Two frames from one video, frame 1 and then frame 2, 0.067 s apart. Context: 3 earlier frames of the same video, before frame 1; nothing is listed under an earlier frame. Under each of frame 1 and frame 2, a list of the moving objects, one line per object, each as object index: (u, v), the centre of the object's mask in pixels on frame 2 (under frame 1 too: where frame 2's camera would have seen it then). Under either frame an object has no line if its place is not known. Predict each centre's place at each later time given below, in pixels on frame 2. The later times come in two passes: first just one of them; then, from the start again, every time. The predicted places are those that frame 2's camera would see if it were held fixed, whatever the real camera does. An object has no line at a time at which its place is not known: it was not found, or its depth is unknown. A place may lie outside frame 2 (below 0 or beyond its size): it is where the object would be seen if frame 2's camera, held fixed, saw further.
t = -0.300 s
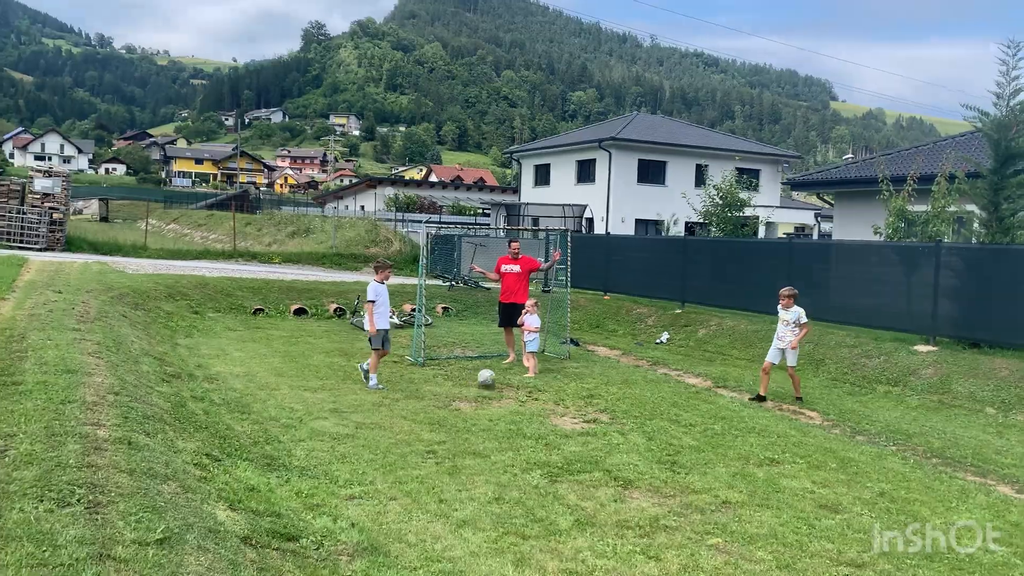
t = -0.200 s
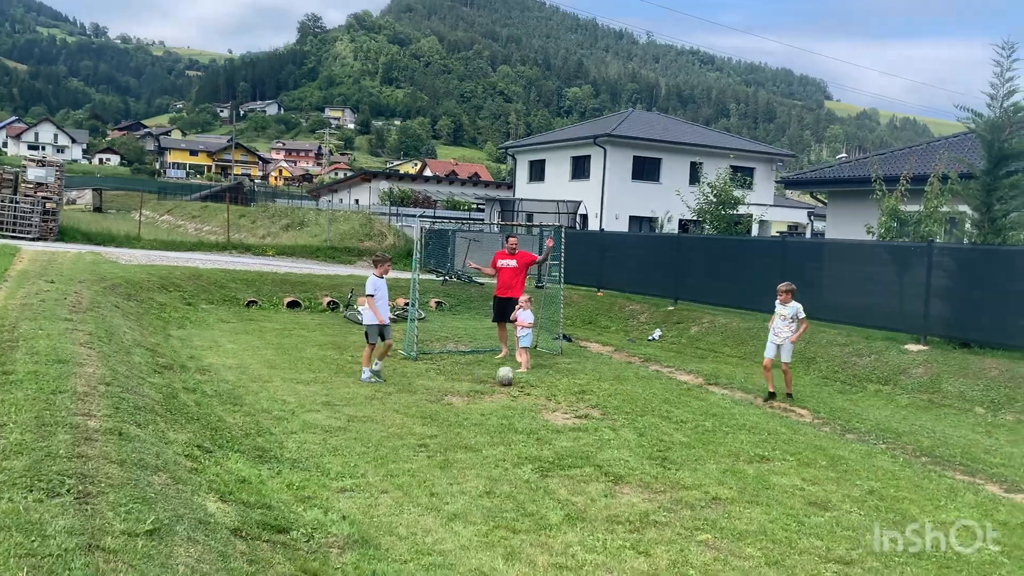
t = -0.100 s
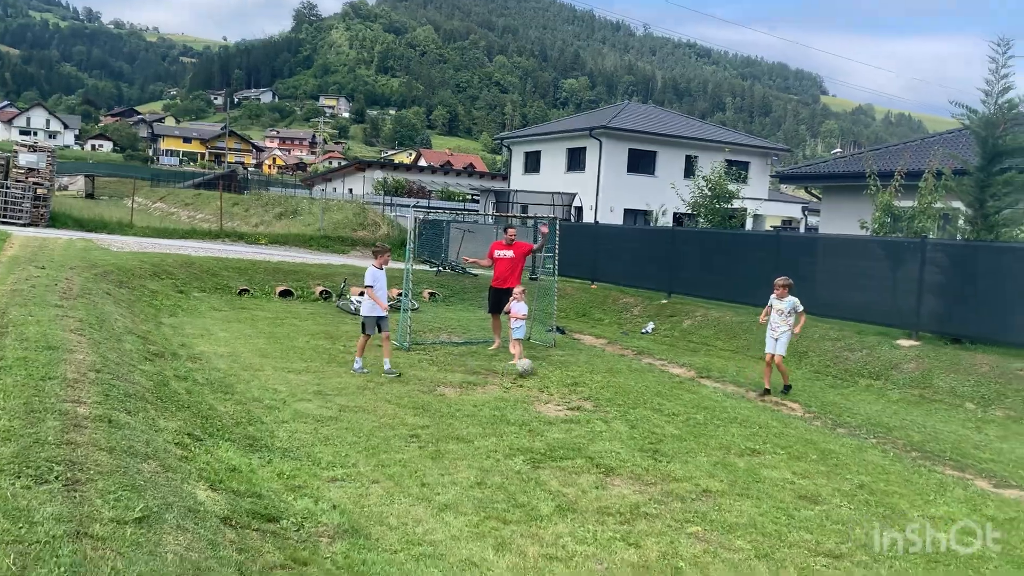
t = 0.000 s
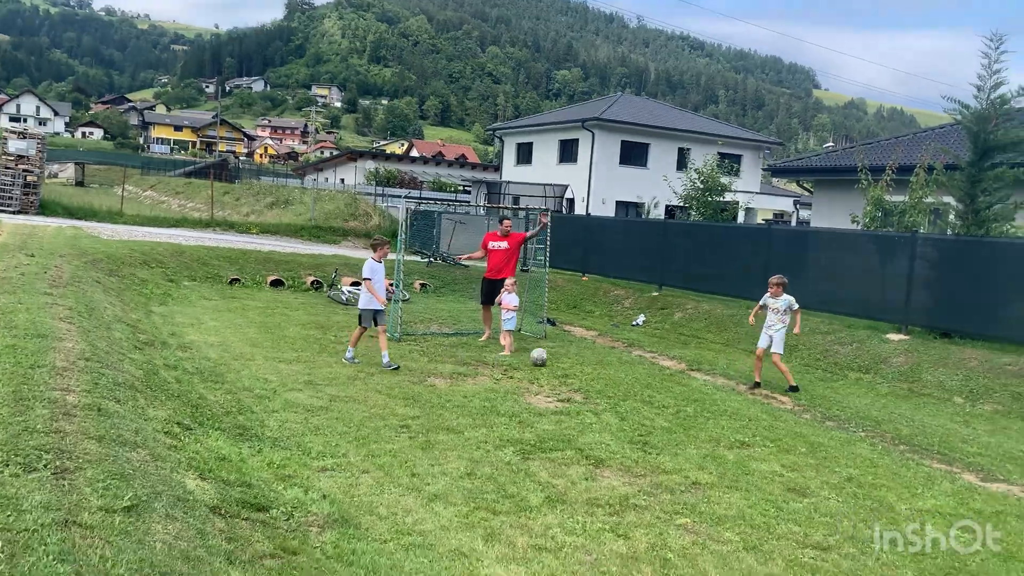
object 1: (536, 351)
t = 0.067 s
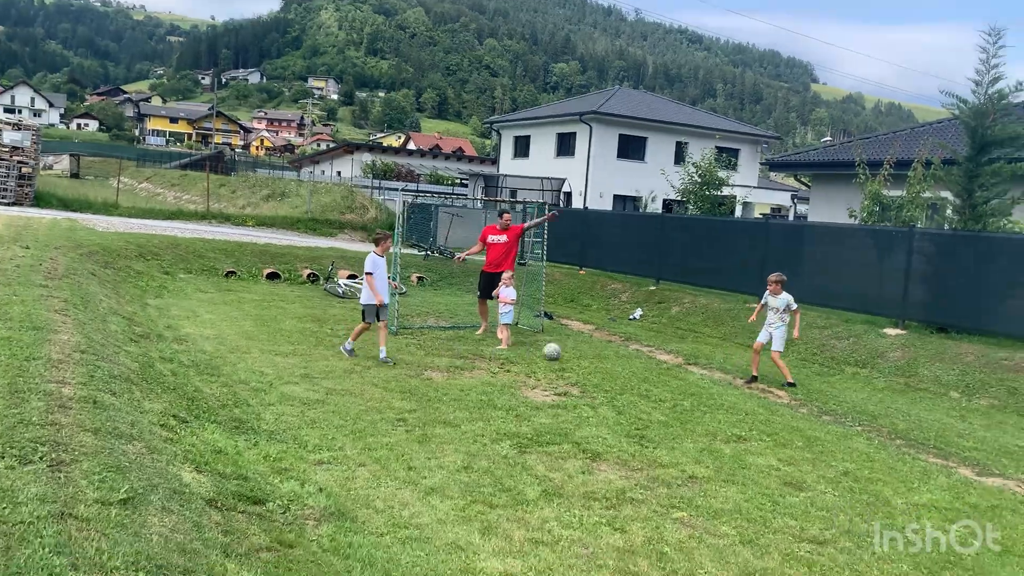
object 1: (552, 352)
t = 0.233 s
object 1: (589, 350)
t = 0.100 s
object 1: (559, 351)
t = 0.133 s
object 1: (568, 351)
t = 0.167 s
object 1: (575, 351)
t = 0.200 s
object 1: (582, 351)
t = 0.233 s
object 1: (589, 350)
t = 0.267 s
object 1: (596, 350)
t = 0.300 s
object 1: (602, 350)
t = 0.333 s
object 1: (611, 353)
